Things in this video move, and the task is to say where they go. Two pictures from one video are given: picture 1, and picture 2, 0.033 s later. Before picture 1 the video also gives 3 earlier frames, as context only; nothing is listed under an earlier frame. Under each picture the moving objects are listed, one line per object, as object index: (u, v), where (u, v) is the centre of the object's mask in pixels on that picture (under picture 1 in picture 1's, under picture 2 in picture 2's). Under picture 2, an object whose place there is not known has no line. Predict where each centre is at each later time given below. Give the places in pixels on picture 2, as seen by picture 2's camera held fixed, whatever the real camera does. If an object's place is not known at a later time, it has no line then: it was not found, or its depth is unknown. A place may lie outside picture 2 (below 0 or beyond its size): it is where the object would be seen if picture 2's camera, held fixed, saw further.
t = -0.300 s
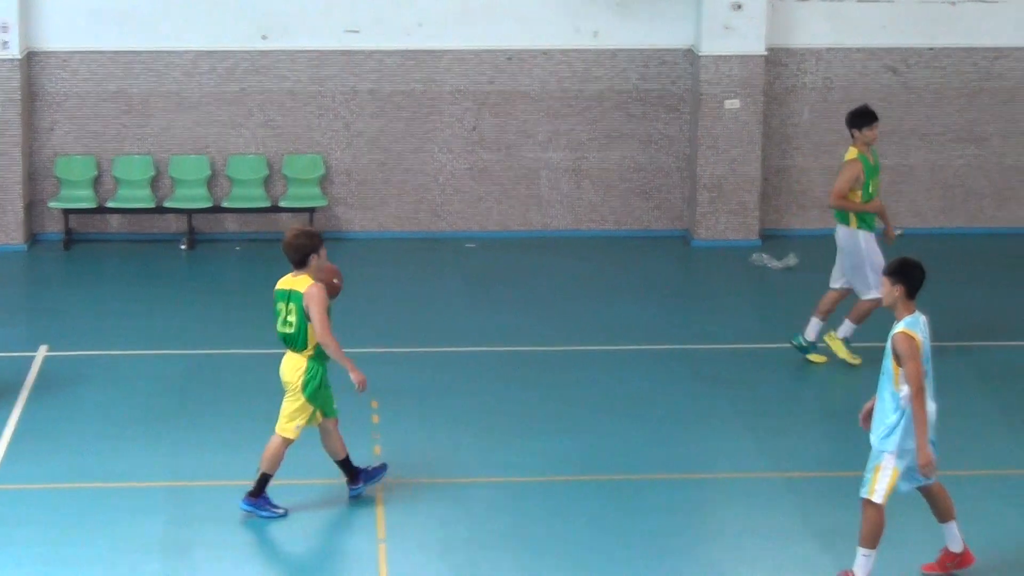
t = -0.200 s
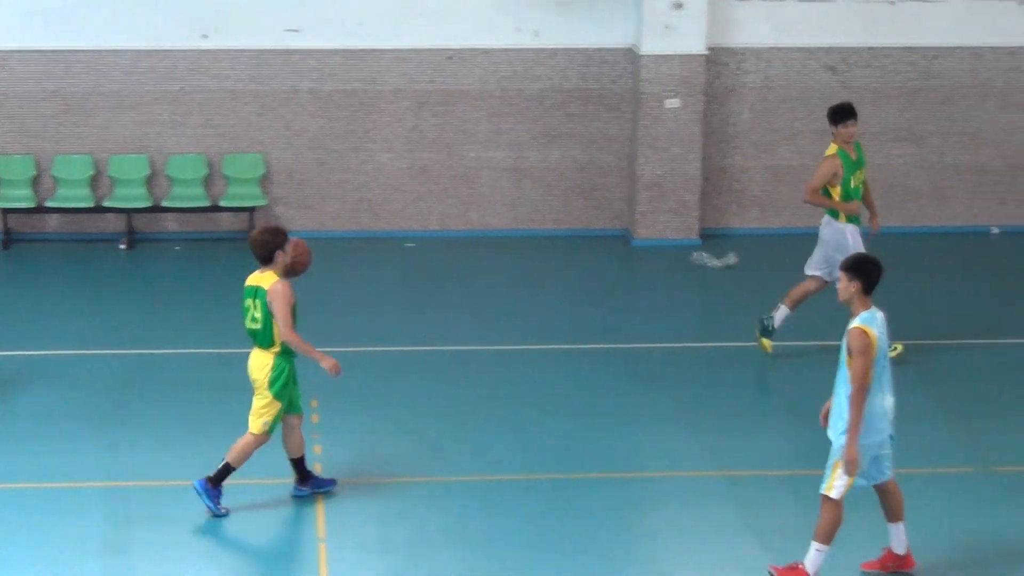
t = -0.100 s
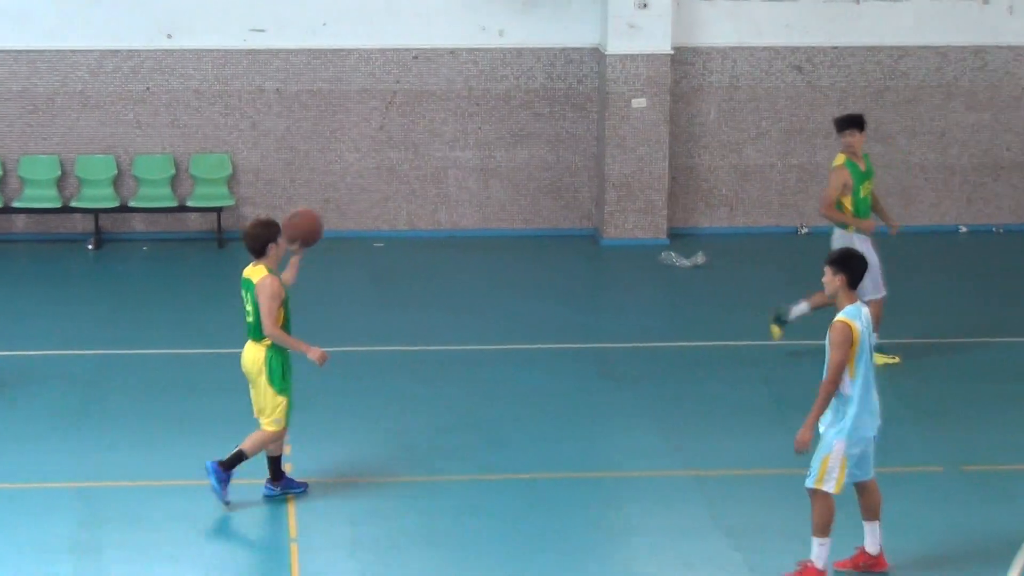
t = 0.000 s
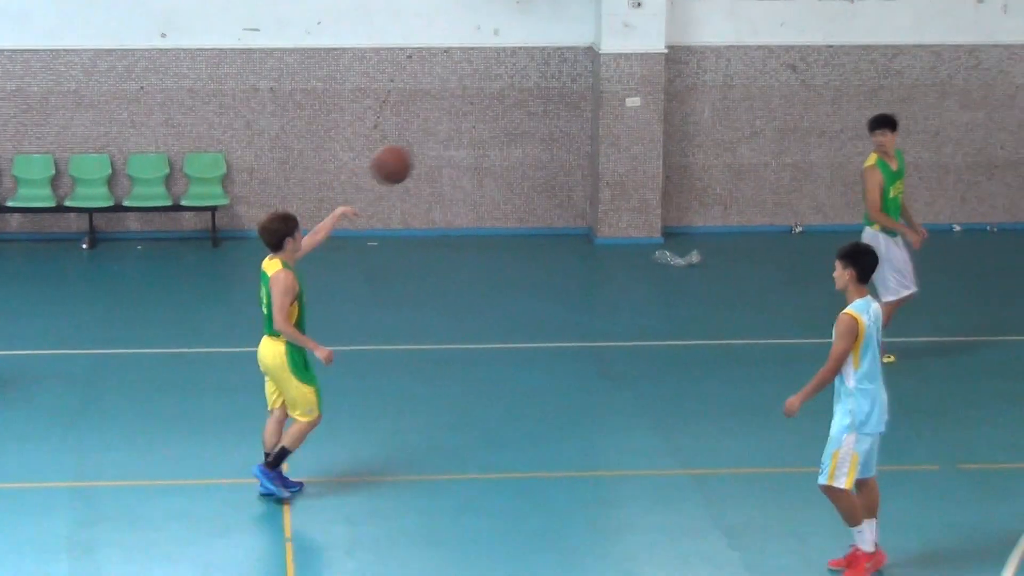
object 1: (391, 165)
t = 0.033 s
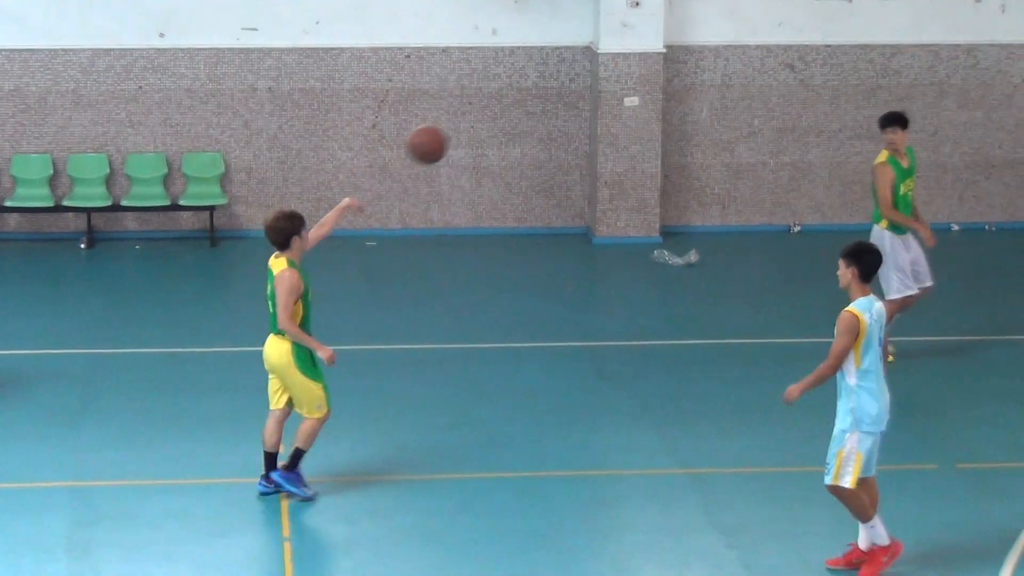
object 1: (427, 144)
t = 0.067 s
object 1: (465, 126)
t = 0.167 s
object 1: (575, 86)
